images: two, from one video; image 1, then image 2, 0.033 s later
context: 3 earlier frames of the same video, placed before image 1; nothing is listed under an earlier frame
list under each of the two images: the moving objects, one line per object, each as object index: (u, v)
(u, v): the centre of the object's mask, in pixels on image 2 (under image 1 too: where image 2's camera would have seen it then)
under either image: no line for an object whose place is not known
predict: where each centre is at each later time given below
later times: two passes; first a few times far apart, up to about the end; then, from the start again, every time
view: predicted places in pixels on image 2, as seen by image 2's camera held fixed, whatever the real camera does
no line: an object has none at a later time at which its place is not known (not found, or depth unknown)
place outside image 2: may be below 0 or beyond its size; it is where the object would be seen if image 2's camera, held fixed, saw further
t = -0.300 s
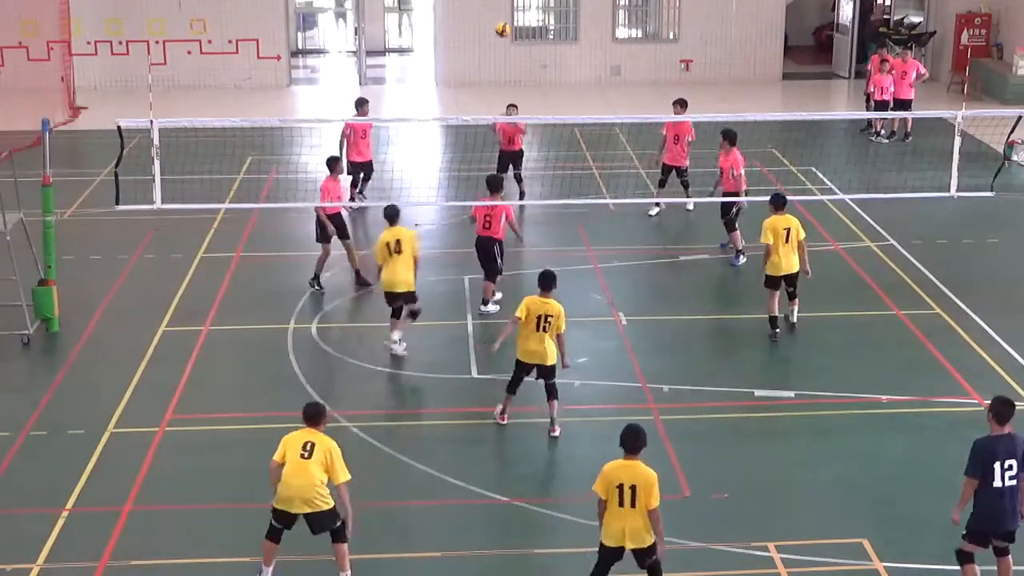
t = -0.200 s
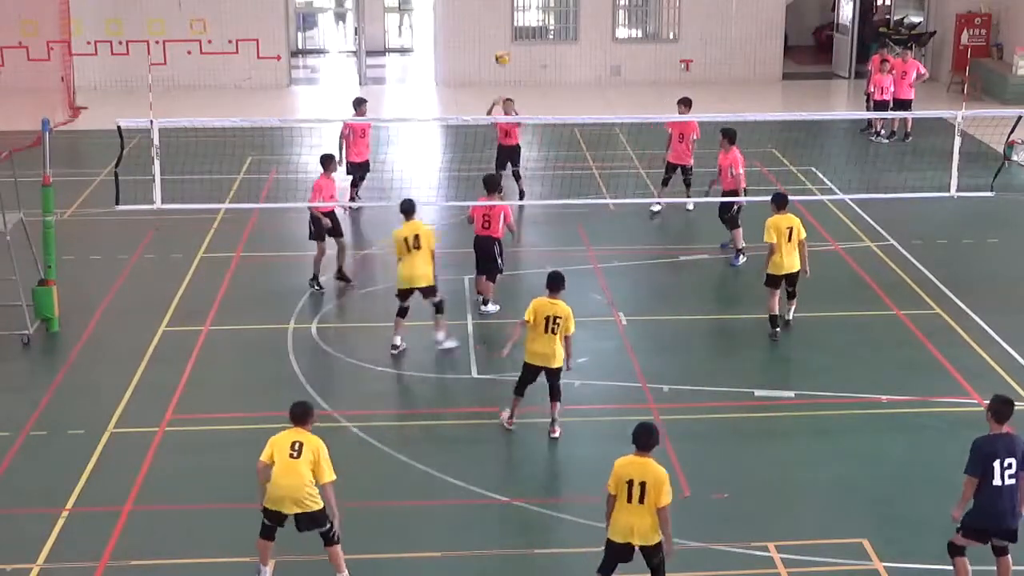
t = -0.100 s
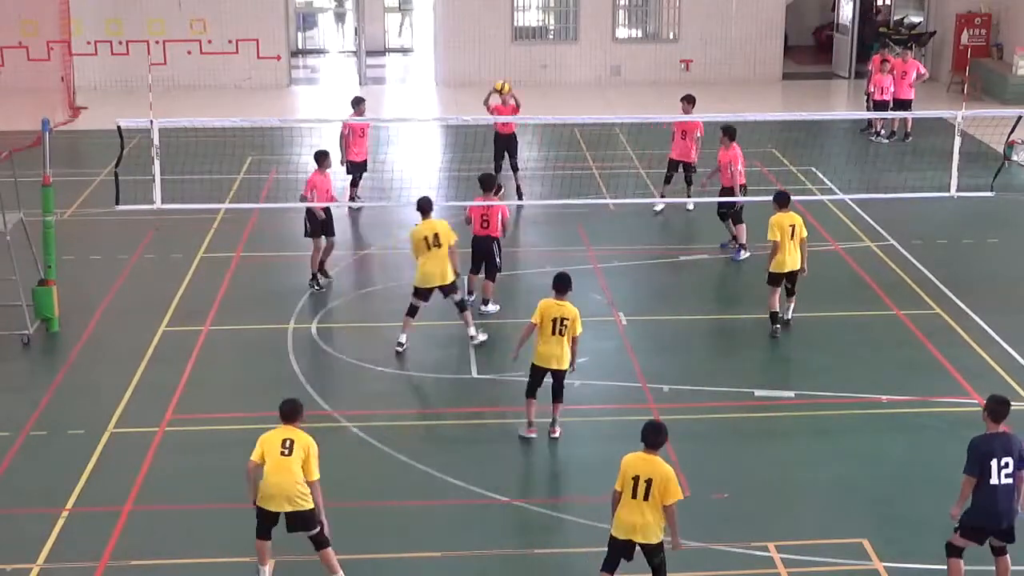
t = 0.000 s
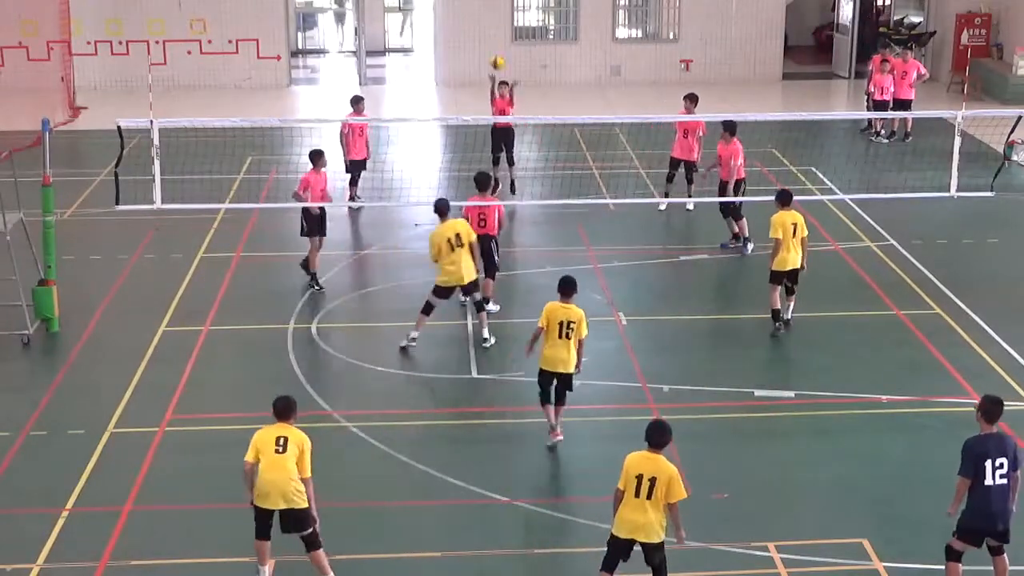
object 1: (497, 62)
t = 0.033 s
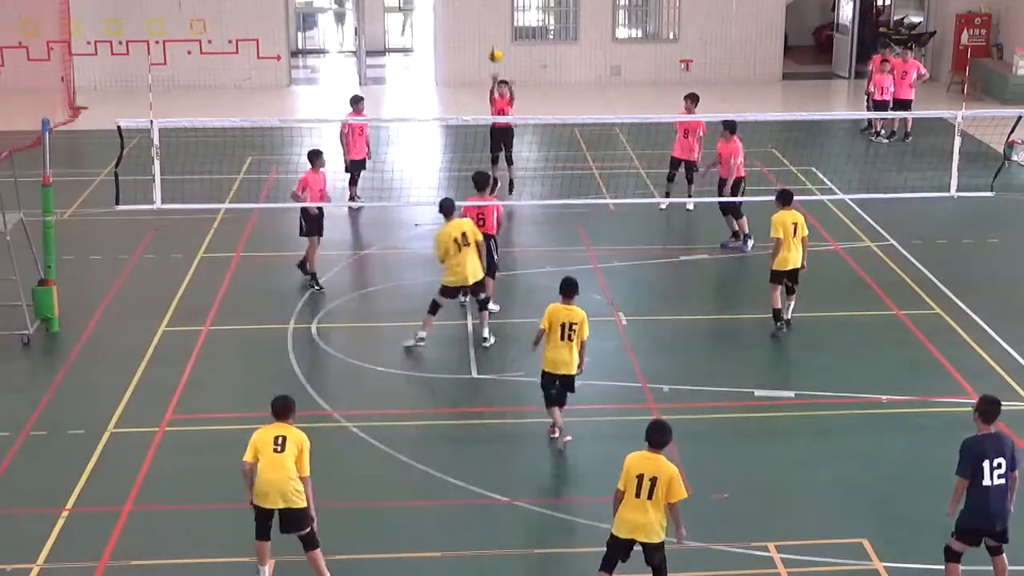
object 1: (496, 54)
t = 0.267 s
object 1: (482, 18)
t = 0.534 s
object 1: (466, 26)
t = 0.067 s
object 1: (494, 46)
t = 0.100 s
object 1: (491, 41)
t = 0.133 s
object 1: (490, 34)
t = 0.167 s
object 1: (488, 30)
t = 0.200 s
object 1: (485, 24)
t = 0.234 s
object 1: (483, 21)
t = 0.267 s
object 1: (482, 18)
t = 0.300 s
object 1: (480, 16)
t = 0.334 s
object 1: (478, 15)
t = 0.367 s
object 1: (477, 15)
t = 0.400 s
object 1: (475, 15)
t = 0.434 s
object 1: (473, 16)
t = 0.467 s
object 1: (471, 19)
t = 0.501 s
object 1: (469, 22)
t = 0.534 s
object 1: (466, 26)
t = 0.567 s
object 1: (464, 31)
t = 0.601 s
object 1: (462, 38)
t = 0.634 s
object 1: (460, 44)
